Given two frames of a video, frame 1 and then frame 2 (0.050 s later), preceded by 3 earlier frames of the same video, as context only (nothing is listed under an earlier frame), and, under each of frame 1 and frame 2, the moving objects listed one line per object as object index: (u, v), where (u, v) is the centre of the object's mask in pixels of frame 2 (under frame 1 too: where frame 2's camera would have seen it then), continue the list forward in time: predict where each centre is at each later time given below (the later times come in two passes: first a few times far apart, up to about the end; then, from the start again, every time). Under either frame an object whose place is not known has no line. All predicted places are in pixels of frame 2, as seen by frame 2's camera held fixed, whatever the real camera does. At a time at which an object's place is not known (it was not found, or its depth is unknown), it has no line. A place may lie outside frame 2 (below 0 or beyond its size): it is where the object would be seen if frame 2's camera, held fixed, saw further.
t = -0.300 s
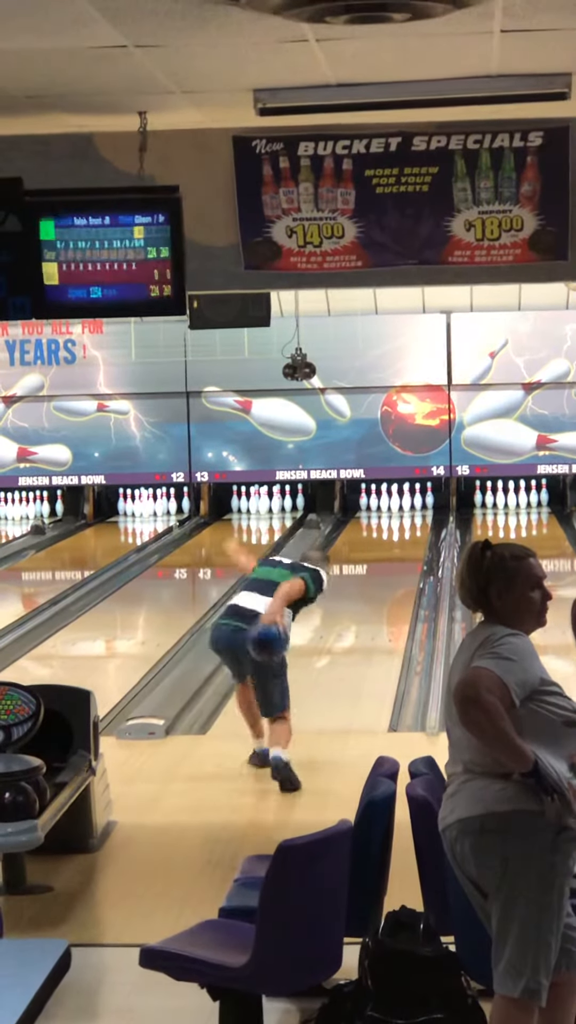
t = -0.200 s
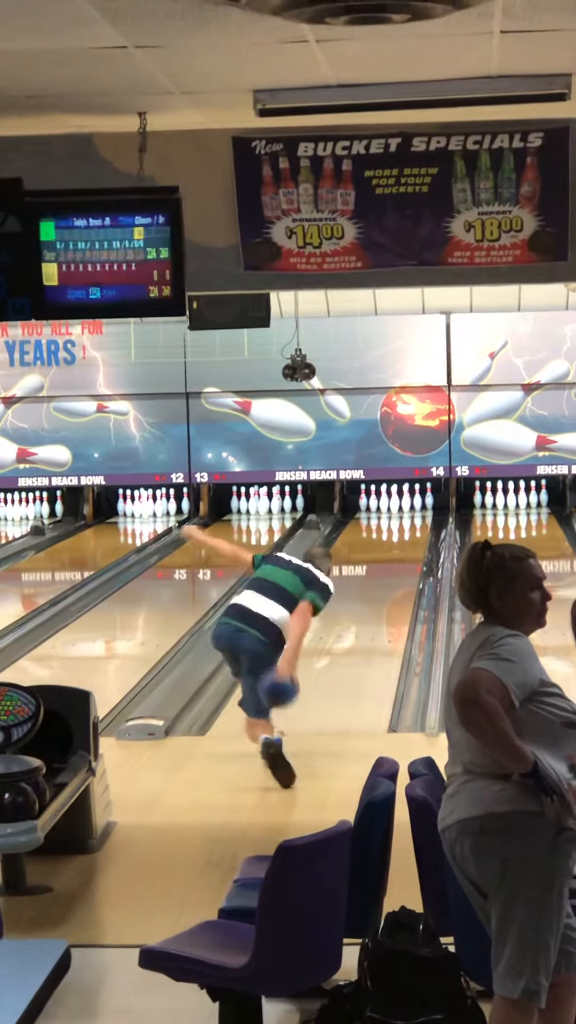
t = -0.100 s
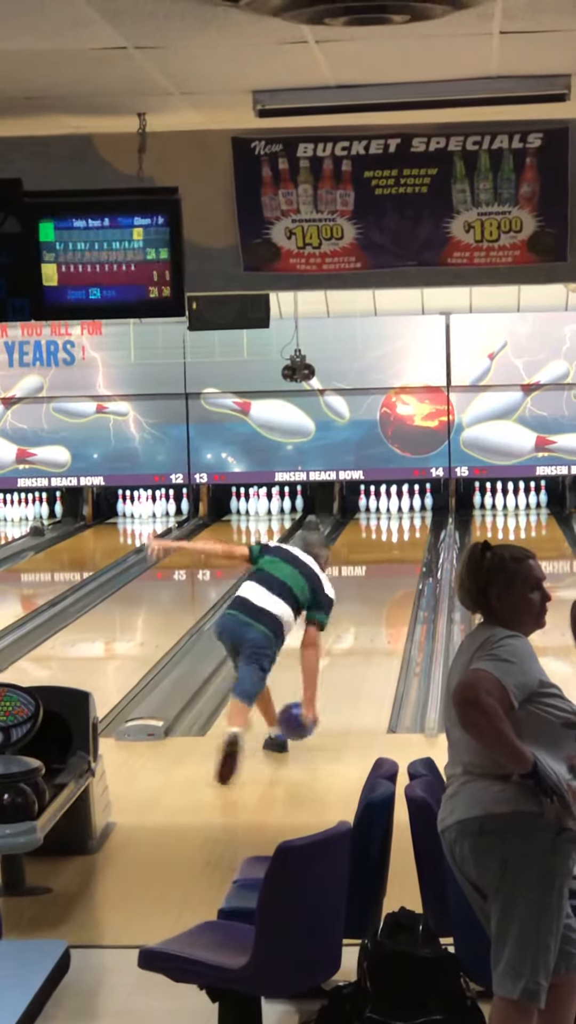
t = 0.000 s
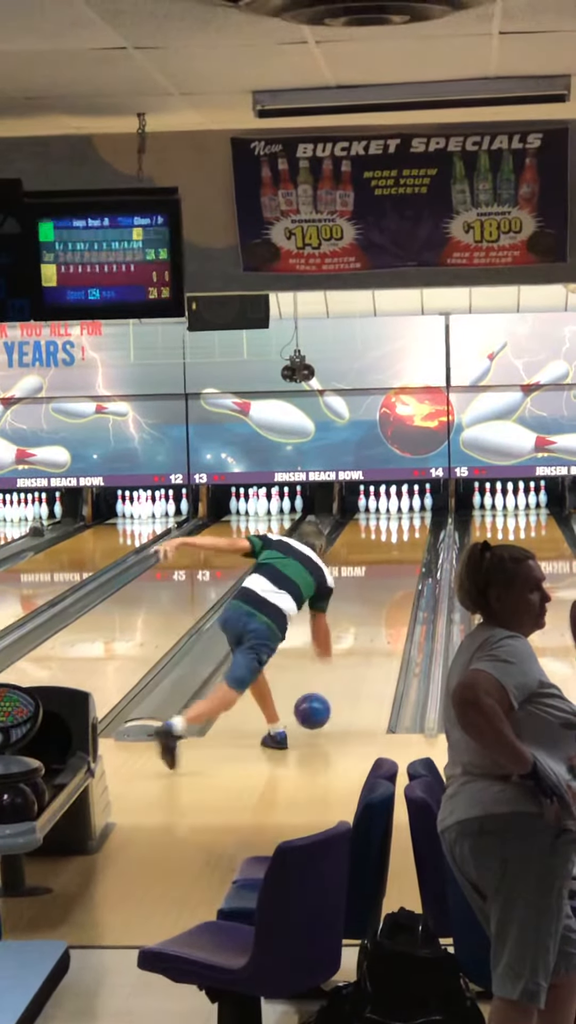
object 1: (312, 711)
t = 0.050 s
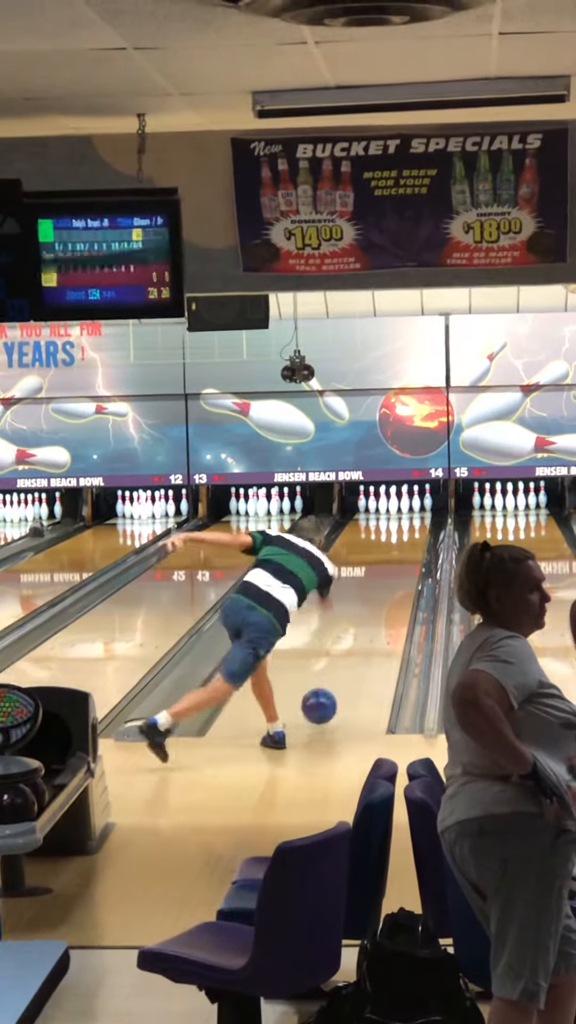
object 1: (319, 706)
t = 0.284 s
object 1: (346, 665)
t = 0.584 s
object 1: (371, 623)
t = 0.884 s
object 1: (390, 591)
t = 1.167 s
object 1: (401, 569)
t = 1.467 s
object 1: (410, 548)
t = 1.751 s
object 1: (413, 532)
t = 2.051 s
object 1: (410, 519)
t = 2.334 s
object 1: (400, 510)
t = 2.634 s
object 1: (397, 505)
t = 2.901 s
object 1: (391, 506)
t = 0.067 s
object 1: (321, 705)
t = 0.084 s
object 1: (323, 701)
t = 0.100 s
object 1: (325, 698)
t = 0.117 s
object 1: (327, 695)
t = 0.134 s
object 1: (329, 691)
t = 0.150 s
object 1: (331, 689)
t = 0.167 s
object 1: (333, 685)
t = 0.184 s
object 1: (335, 682)
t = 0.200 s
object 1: (337, 679)
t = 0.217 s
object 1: (339, 676)
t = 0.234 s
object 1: (341, 673)
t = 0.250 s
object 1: (342, 671)
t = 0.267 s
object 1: (344, 668)
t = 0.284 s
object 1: (346, 665)
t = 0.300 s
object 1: (348, 662)
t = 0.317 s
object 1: (349, 660)
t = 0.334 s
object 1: (351, 657)
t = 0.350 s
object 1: (352, 655)
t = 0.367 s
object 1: (354, 652)
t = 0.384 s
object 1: (355, 650)
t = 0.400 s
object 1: (357, 647)
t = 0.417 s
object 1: (358, 645)
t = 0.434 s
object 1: (359, 642)
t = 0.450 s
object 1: (361, 640)
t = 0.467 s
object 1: (362, 638)
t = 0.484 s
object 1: (363, 636)
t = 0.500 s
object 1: (365, 634)
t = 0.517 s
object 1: (366, 632)
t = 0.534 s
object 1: (367, 629)
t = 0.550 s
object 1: (368, 627)
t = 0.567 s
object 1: (370, 625)
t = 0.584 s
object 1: (371, 623)
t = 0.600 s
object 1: (372, 621)
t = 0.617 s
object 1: (373, 619)
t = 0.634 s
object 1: (375, 617)
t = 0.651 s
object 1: (376, 616)
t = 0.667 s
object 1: (377, 614)
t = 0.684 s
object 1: (378, 612)
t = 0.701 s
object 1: (379, 610)
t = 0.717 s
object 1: (380, 608)
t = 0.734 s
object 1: (381, 607)
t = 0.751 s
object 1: (382, 605)
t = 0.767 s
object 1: (383, 603)
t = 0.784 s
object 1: (384, 601)
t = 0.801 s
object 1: (385, 600)
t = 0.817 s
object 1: (386, 598)
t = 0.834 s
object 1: (387, 596)
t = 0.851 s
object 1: (388, 594)
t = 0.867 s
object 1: (389, 593)
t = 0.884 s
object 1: (390, 591)
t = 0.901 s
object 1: (390, 590)
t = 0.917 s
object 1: (391, 589)
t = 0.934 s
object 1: (392, 587)
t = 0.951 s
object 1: (393, 586)
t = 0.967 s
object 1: (394, 584)
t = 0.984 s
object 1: (394, 583)
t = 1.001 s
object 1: (395, 581)
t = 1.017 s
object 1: (396, 580)
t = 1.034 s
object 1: (397, 579)
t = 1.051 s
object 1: (397, 577)
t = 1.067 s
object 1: (398, 576)
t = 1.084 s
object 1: (399, 575)
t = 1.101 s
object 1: (399, 573)
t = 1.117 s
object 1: (400, 572)
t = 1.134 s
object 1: (401, 571)
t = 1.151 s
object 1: (401, 570)
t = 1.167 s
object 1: (401, 569)
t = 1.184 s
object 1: (402, 568)
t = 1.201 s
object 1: (402, 567)
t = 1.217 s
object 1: (403, 565)
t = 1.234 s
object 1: (403, 564)
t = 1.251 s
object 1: (404, 562)
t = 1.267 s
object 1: (405, 561)
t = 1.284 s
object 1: (406, 560)
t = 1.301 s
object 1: (406, 559)
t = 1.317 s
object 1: (407, 558)
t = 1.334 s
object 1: (407, 557)
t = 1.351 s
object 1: (407, 556)
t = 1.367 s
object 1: (408, 555)
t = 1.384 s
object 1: (408, 553)
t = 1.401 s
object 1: (408, 552)
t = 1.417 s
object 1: (409, 551)
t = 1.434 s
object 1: (409, 550)
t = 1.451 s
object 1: (410, 549)
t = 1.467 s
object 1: (410, 548)
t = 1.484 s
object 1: (410, 547)
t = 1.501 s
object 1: (411, 546)
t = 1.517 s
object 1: (411, 545)
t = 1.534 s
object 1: (411, 544)
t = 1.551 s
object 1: (411, 543)
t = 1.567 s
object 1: (411, 542)
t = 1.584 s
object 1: (412, 541)
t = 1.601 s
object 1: (412, 540)
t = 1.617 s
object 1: (412, 540)
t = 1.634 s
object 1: (412, 538)
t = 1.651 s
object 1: (413, 537)
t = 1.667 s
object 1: (413, 537)
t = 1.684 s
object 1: (413, 536)
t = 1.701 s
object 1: (413, 535)
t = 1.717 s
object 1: (413, 534)
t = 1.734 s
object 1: (413, 533)
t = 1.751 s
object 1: (413, 532)
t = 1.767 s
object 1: (413, 531)
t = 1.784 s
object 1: (413, 531)
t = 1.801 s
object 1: (413, 530)
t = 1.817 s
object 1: (413, 529)
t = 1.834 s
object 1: (413, 528)
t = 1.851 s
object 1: (413, 528)
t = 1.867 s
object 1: (413, 527)
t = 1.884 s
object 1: (412, 526)
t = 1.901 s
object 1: (412, 525)
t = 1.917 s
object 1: (412, 524)
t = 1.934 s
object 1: (412, 524)
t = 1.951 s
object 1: (412, 523)
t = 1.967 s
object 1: (411, 522)
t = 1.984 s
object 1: (411, 522)
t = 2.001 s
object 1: (411, 521)
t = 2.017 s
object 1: (411, 520)
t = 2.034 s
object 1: (410, 520)
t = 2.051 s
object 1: (410, 519)
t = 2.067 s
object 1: (410, 518)
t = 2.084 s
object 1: (409, 518)
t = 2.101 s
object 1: (408, 517)
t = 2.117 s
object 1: (408, 517)
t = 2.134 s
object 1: (407, 516)
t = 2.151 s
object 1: (407, 516)
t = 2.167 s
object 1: (406, 515)
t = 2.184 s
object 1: (406, 515)
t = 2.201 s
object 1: (405, 514)
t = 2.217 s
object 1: (405, 514)
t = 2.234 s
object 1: (405, 513)
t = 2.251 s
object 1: (405, 513)
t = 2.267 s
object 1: (404, 512)
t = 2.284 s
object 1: (404, 511)
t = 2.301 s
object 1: (402, 511)
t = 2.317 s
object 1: (401, 510)
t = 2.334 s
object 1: (400, 510)
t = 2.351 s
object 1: (400, 509)
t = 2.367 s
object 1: (399, 509)
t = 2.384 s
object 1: (399, 509)
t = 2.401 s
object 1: (398, 508)
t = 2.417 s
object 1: (398, 508)
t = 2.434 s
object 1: (398, 507)
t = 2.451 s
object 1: (399, 506)
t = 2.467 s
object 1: (399, 506)
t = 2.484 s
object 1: (399, 506)
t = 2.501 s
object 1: (397, 506)
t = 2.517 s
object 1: (397, 506)
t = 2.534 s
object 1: (397, 506)
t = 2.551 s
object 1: (397, 506)
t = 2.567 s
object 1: (397, 505)
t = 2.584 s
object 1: (397, 505)
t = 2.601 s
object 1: (397, 505)
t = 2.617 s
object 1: (397, 505)
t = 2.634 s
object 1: (397, 505)
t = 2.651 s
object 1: (397, 505)
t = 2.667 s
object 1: (396, 505)
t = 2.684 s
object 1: (396, 505)
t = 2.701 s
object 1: (396, 504)
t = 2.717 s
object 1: (397, 504)
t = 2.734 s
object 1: (397, 504)
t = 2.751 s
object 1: (396, 504)
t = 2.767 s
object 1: (396, 503)
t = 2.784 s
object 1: (394, 503)
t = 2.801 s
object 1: (395, 503)
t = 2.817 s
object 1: (395, 504)
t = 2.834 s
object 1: (396, 505)
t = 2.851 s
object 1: (394, 505)
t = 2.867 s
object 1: (395, 506)
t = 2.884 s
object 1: (391, 507)
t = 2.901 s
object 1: (391, 506)
